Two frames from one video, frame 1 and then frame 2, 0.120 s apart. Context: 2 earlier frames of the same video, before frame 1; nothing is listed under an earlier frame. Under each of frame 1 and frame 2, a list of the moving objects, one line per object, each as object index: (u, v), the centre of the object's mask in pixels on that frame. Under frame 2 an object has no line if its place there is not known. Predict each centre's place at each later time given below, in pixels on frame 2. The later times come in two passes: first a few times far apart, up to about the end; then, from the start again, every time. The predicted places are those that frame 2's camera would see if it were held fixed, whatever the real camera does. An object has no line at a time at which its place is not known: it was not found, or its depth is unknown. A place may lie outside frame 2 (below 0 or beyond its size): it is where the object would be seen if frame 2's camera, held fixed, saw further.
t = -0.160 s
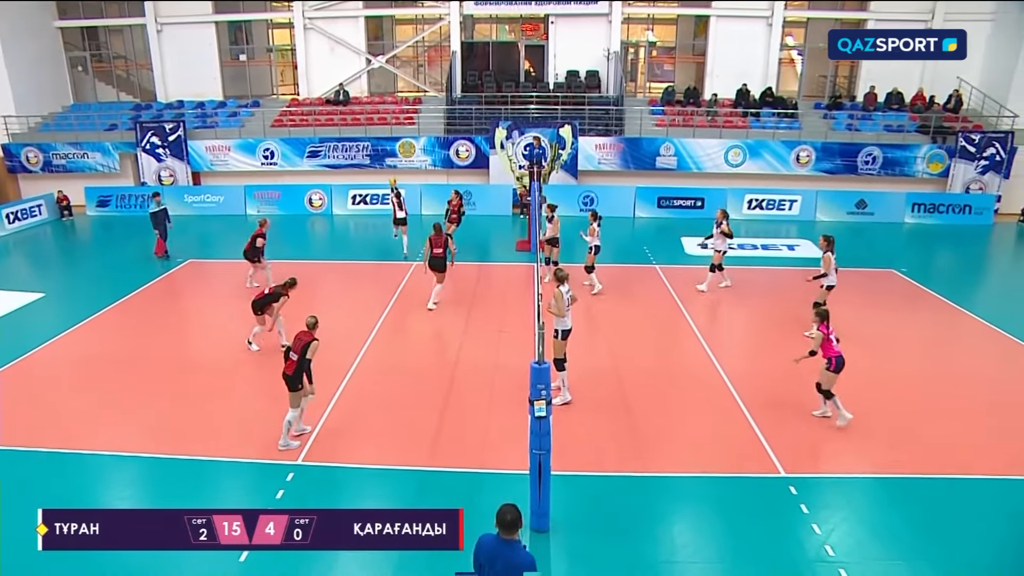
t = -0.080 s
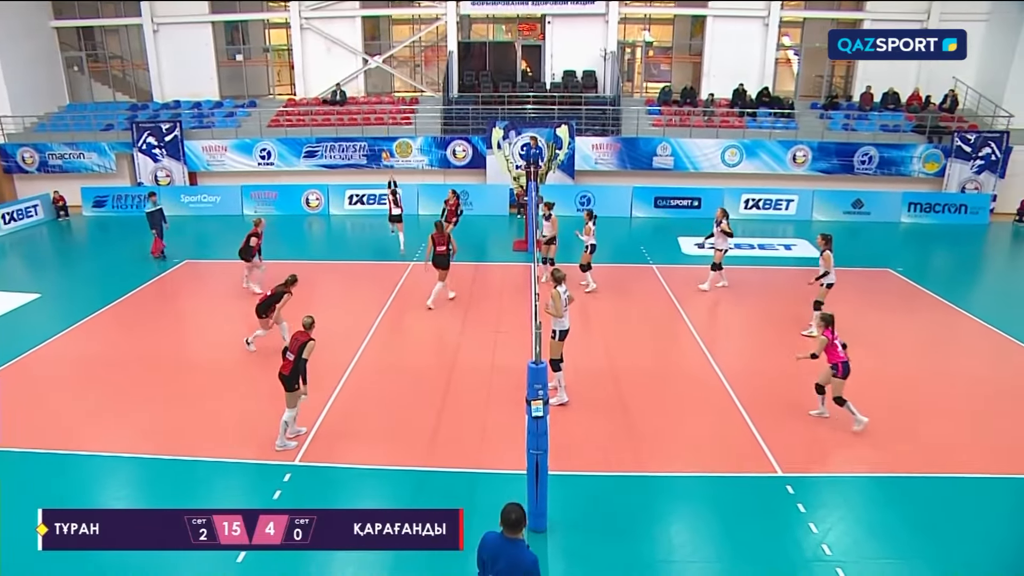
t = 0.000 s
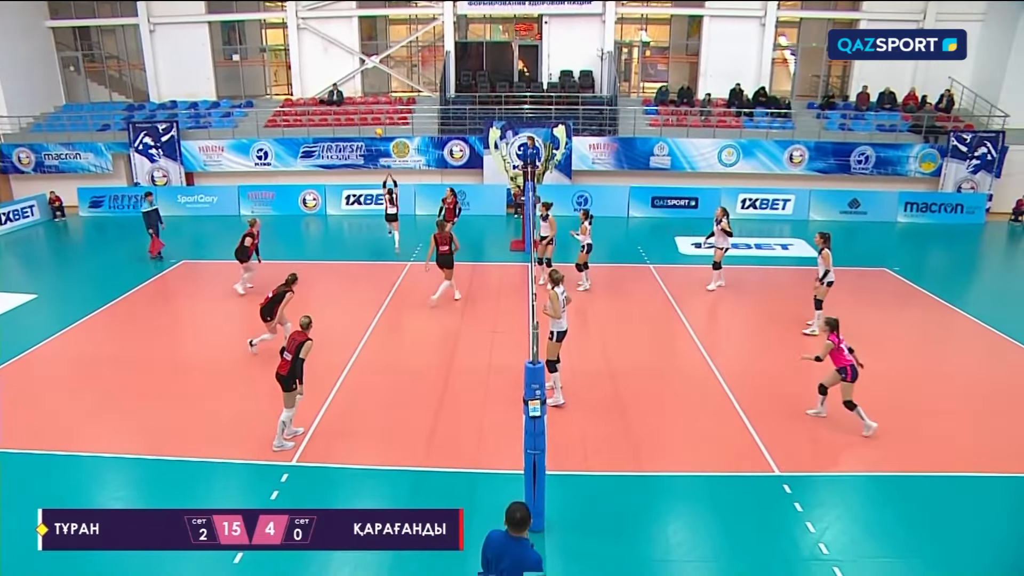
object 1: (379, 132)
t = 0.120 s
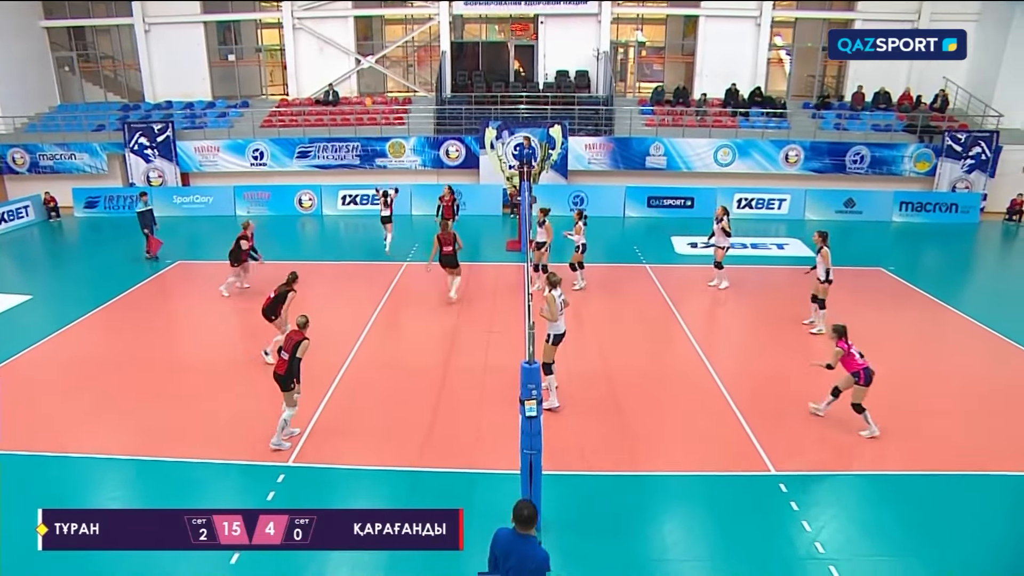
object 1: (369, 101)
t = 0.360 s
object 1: (354, 58)
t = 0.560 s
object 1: (341, 39)
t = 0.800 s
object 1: (327, 43)
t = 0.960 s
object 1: (318, 64)
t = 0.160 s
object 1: (365, 92)
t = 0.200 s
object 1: (363, 84)
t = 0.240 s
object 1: (360, 76)
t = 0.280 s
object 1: (358, 70)
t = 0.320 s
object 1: (356, 63)
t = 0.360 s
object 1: (354, 58)
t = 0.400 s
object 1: (351, 52)
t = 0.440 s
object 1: (348, 47)
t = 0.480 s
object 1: (346, 43)
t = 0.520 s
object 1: (343, 41)
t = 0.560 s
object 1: (341, 39)
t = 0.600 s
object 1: (338, 37)
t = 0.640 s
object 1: (336, 36)
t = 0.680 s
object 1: (334, 36)
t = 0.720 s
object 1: (331, 38)
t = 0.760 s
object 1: (328, 39)
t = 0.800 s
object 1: (327, 43)
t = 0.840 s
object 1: (324, 46)
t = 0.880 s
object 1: (322, 51)
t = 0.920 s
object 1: (320, 57)
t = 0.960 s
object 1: (318, 64)
